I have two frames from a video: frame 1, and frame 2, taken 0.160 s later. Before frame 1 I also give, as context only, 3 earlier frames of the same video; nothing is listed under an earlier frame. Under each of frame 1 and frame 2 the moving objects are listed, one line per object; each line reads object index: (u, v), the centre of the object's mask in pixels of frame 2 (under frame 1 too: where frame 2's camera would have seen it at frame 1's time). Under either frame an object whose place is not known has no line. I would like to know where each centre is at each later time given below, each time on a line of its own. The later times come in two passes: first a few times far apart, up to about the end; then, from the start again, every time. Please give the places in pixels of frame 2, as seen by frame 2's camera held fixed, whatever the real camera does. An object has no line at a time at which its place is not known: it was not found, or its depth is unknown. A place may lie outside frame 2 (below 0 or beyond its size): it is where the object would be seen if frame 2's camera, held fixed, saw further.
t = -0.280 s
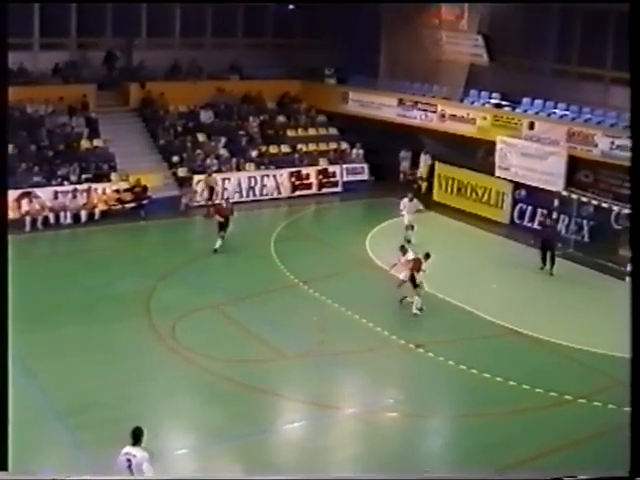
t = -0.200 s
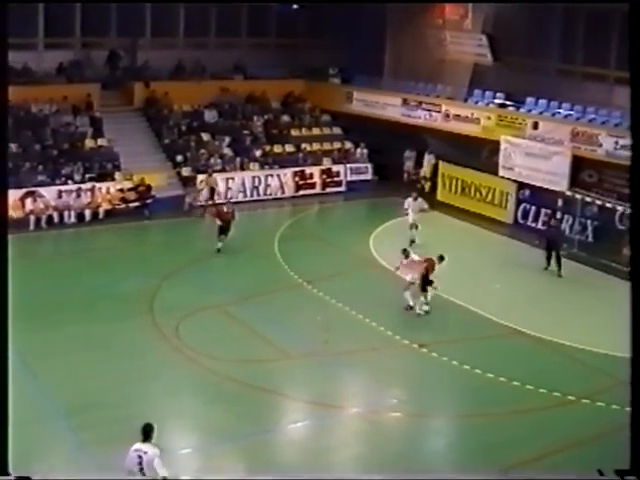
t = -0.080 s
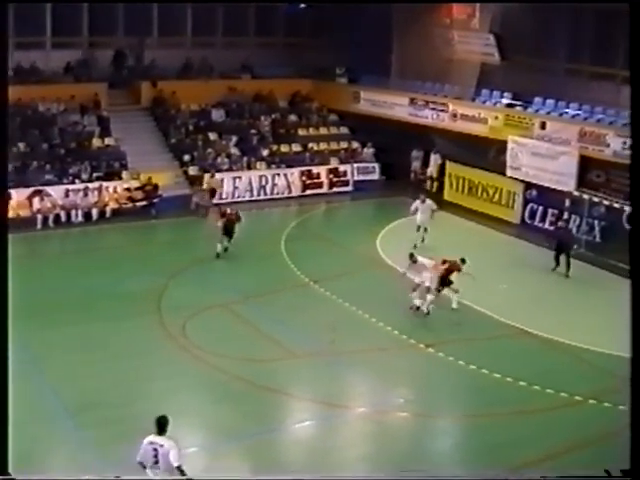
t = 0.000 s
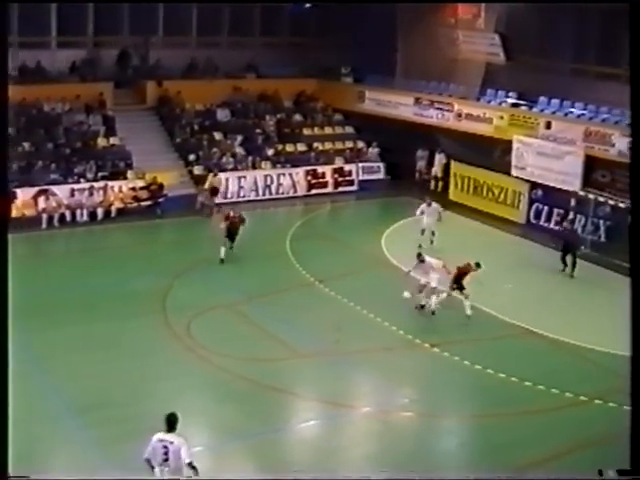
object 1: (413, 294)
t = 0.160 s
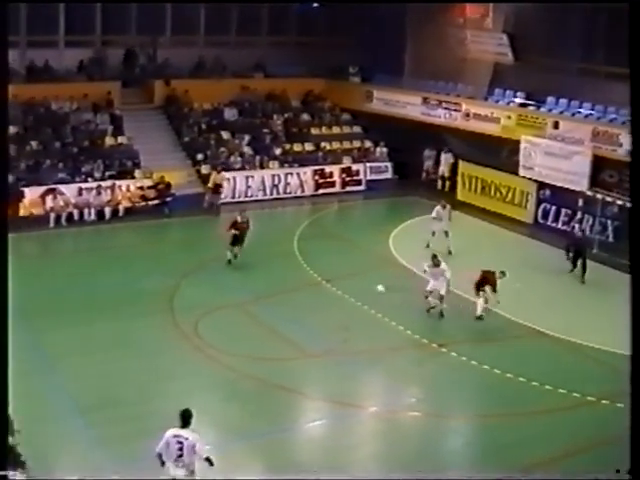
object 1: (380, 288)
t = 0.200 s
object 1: (371, 288)
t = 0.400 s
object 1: (324, 298)
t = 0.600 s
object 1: (276, 327)
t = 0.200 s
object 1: (371, 288)
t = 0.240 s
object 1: (362, 288)
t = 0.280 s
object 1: (353, 290)
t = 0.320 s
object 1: (344, 292)
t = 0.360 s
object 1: (333, 295)
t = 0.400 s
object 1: (324, 298)
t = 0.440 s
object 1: (315, 303)
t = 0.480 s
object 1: (305, 308)
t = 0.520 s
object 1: (295, 314)
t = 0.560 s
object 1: (286, 320)
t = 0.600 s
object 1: (276, 327)
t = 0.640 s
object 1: (267, 335)
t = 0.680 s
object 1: (259, 343)
